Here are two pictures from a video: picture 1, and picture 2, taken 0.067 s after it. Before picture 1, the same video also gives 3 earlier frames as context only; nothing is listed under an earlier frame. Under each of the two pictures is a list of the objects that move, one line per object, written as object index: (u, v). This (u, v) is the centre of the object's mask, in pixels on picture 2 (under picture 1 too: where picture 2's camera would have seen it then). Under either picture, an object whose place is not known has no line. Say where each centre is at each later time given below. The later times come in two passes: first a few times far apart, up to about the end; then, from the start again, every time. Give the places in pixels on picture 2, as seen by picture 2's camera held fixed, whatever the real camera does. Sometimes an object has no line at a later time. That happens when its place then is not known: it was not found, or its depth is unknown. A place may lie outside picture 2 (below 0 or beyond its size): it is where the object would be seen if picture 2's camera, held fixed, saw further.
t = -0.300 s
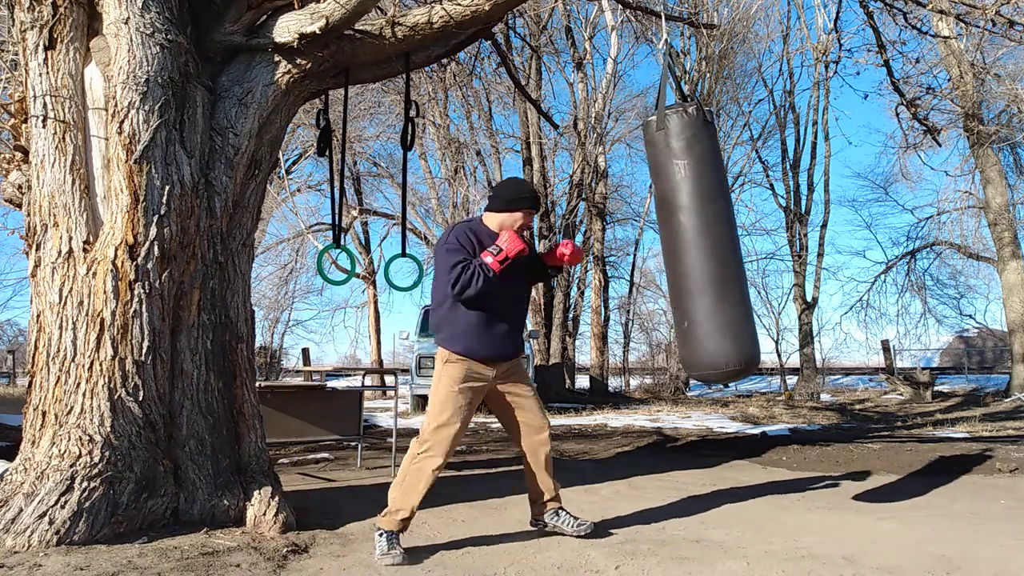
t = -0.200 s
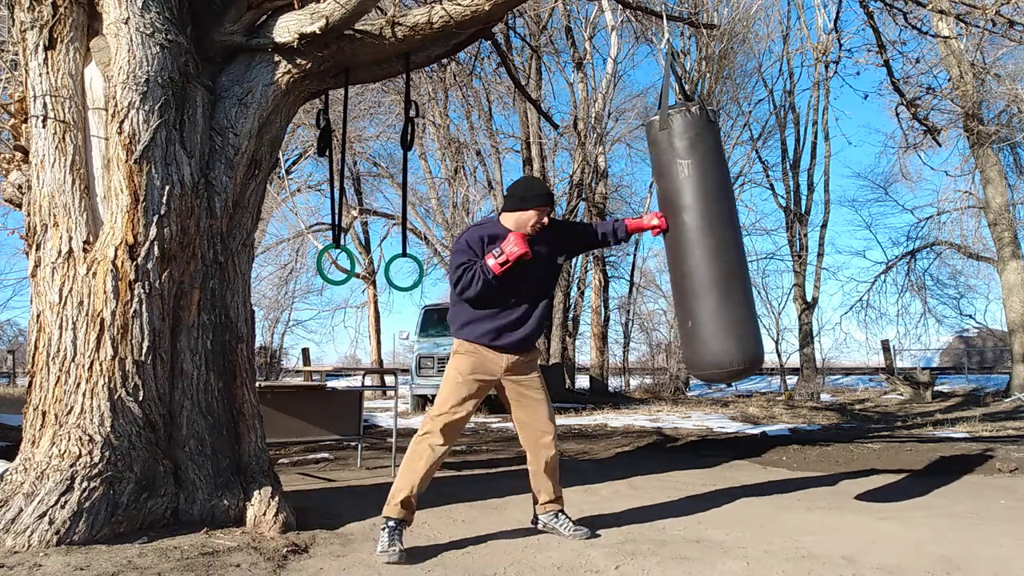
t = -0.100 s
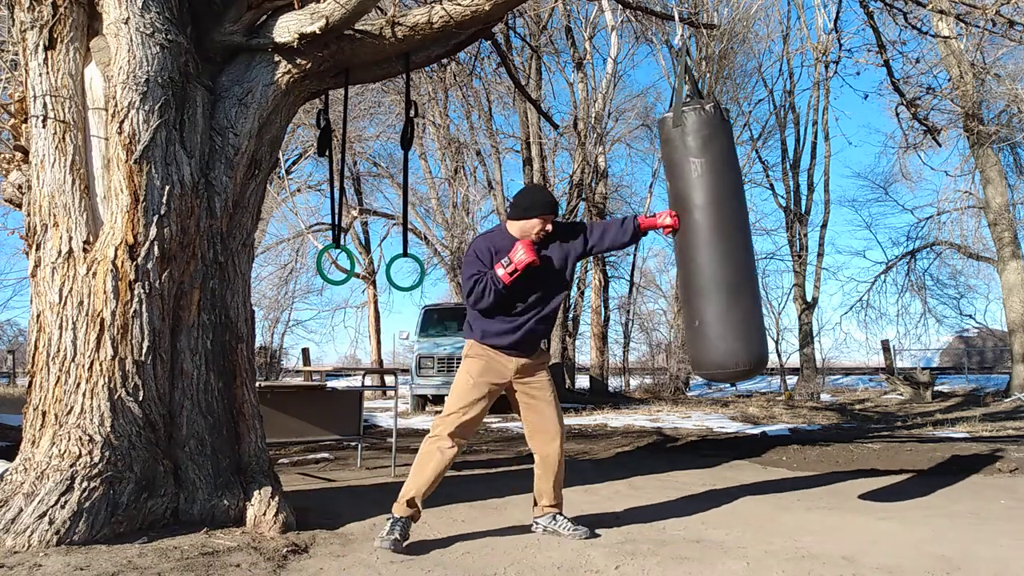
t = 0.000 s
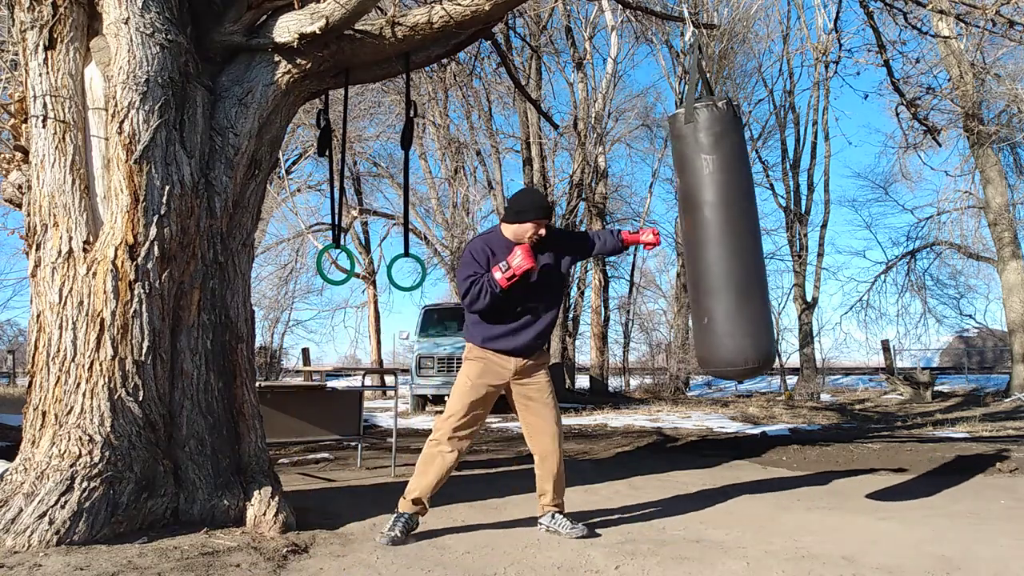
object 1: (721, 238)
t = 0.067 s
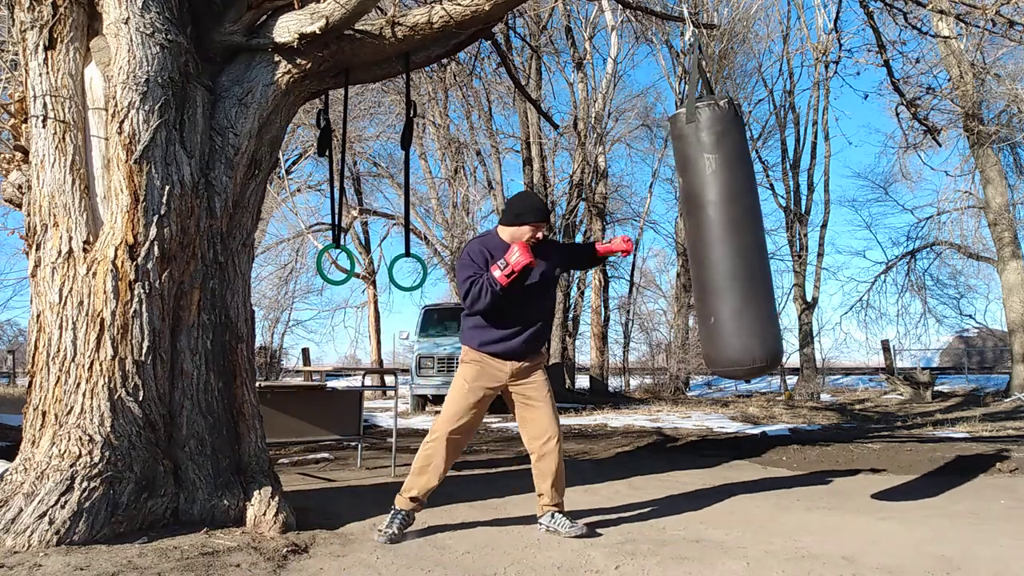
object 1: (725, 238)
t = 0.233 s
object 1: (726, 239)
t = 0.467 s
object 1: (714, 241)
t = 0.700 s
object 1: (687, 244)
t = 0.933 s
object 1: (650, 244)
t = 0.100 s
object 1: (726, 238)
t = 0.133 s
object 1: (727, 239)
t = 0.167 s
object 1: (727, 239)
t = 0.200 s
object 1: (727, 239)
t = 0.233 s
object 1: (726, 239)
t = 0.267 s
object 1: (725, 238)
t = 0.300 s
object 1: (724, 238)
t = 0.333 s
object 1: (723, 238)
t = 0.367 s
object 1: (721, 239)
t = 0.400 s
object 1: (719, 240)
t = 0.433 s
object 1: (717, 241)
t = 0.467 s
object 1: (714, 241)
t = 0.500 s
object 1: (711, 242)
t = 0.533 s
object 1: (708, 242)
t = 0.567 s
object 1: (704, 242)
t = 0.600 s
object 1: (700, 242)
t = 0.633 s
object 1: (696, 242)
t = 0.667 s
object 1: (691, 242)
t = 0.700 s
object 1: (687, 244)
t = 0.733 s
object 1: (681, 244)
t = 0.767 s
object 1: (676, 244)
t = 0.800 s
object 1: (671, 245)
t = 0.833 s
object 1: (665, 246)
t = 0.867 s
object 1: (660, 245)
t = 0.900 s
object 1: (655, 245)
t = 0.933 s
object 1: (650, 244)
